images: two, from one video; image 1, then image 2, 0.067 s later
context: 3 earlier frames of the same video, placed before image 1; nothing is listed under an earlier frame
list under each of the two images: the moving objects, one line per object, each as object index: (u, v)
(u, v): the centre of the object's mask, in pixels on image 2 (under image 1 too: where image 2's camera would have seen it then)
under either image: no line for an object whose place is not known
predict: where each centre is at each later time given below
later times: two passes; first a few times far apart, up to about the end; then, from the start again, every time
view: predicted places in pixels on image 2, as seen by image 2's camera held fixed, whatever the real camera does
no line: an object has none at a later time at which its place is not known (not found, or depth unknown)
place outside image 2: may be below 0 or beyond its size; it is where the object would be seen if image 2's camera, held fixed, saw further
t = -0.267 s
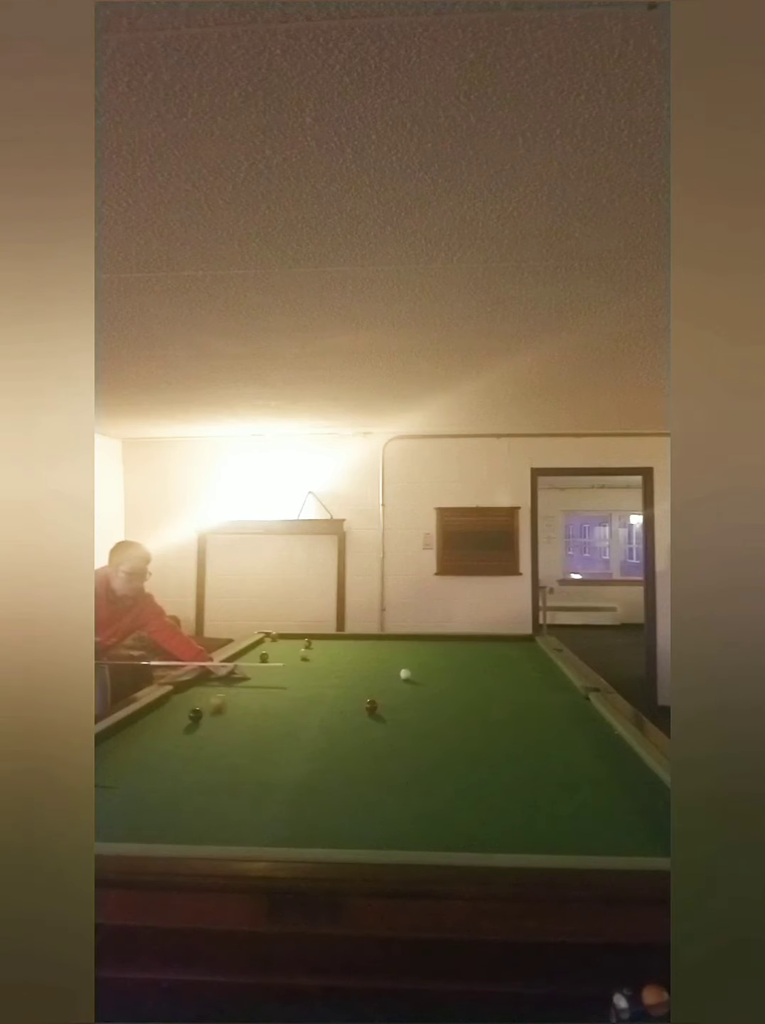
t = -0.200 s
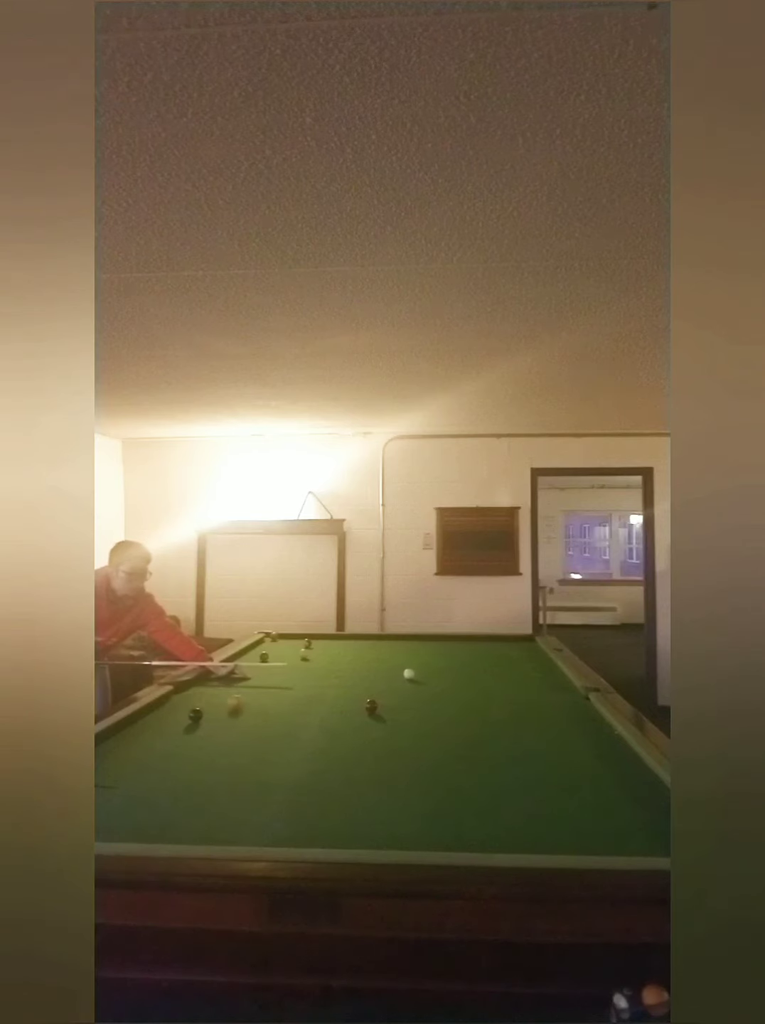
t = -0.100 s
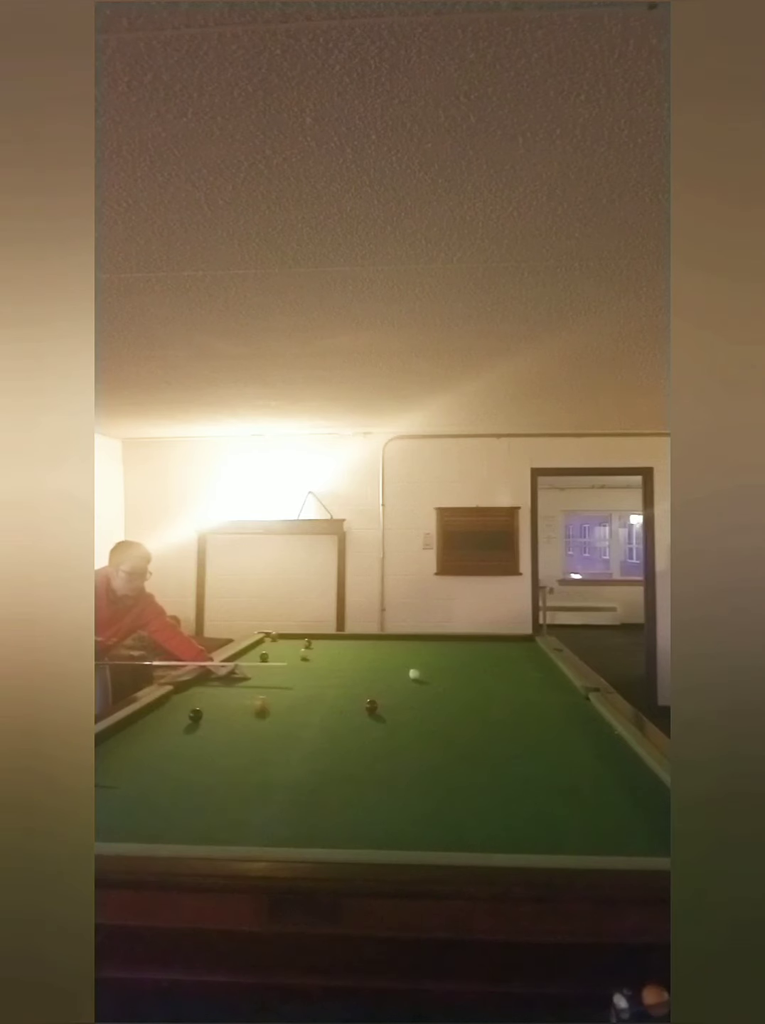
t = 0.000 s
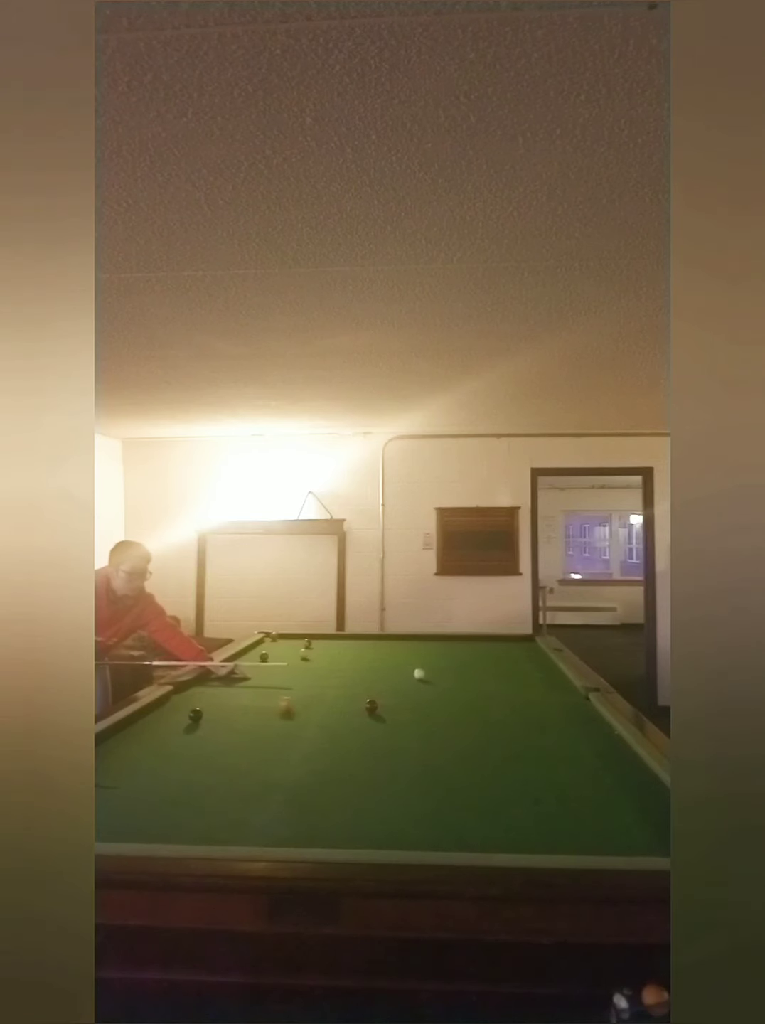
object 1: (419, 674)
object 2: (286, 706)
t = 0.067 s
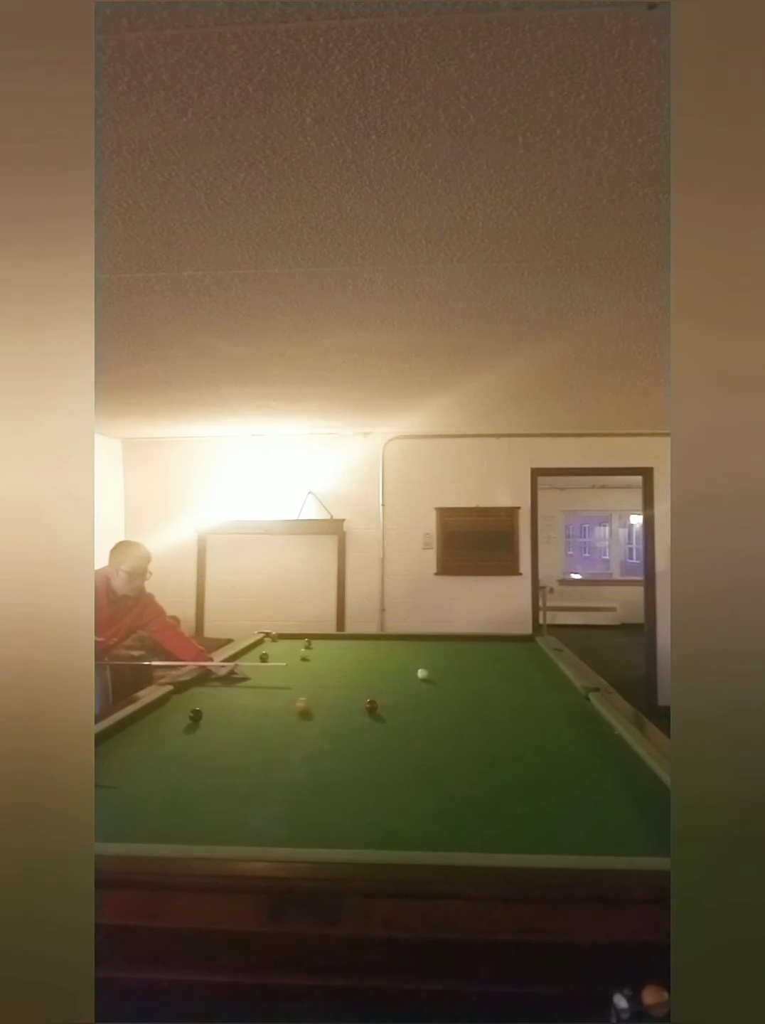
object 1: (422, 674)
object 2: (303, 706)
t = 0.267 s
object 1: (431, 674)
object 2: (352, 707)
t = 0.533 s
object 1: (442, 673)
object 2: (382, 713)
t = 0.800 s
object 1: (451, 674)
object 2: (409, 719)
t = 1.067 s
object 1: (458, 673)
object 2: (437, 725)
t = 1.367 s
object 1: (464, 673)
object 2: (467, 731)
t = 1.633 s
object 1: (468, 673)
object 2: (494, 737)
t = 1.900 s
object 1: (471, 673)
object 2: (519, 742)
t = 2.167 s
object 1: (472, 673)
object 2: (545, 747)
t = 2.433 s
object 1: (472, 674)
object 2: (569, 752)
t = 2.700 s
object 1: (472, 673)
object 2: (591, 756)
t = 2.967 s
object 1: (472, 673)
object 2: (612, 761)
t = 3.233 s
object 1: (472, 673)
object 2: (630, 764)
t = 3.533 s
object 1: (472, 673)
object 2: (642, 767)
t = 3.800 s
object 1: (472, 673)
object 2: (637, 768)
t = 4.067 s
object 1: (472, 673)
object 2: (634, 769)
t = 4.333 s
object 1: (472, 673)
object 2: (633, 770)
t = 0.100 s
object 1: (424, 674)
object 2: (312, 706)
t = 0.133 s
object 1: (426, 674)
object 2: (320, 706)
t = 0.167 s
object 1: (427, 674)
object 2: (328, 707)
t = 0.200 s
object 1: (428, 674)
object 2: (336, 707)
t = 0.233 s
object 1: (430, 674)
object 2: (345, 707)
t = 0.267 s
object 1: (431, 674)
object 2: (352, 707)
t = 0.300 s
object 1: (433, 674)
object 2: (359, 708)
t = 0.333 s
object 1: (434, 674)
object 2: (361, 709)
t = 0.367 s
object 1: (436, 674)
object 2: (364, 710)
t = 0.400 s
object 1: (437, 673)
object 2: (368, 710)
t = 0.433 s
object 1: (438, 674)
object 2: (371, 711)
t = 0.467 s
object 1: (440, 674)
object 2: (375, 712)
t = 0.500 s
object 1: (441, 673)
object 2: (378, 712)
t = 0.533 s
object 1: (442, 673)
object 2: (382, 713)
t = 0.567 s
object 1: (443, 673)
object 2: (385, 714)
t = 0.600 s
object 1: (444, 673)
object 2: (389, 715)
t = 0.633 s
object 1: (445, 673)
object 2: (392, 716)
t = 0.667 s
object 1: (447, 673)
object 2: (395, 716)
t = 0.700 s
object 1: (448, 673)
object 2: (399, 717)
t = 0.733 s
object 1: (449, 674)
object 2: (402, 718)
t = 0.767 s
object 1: (450, 674)
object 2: (405, 718)
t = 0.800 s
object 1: (451, 674)
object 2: (409, 719)
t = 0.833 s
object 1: (452, 674)
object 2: (412, 720)
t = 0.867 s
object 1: (453, 674)
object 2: (416, 721)
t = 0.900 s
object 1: (453, 673)
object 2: (419, 721)
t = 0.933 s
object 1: (454, 673)
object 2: (423, 722)
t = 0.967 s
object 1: (455, 673)
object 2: (426, 723)
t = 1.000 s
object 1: (456, 673)
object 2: (429, 724)
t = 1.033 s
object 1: (457, 673)
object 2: (433, 724)
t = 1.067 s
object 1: (458, 673)
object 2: (437, 725)
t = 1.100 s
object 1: (459, 673)
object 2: (440, 726)
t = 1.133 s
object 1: (459, 673)
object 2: (443, 726)
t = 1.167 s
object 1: (460, 673)
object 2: (447, 727)
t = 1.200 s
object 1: (461, 673)
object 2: (450, 728)
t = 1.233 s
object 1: (462, 673)
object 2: (453, 729)
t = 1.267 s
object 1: (462, 673)
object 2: (457, 729)
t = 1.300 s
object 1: (463, 673)
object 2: (460, 730)
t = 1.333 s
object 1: (464, 673)
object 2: (464, 730)
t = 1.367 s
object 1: (464, 673)
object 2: (467, 731)
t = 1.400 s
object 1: (465, 673)
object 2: (470, 732)
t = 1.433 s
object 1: (465, 673)
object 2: (474, 733)
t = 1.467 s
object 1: (466, 673)
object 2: (477, 734)
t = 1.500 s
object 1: (467, 673)
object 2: (480, 734)
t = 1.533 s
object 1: (467, 673)
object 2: (484, 734)
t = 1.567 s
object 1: (467, 673)
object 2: (487, 735)
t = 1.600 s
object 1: (468, 673)
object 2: (490, 736)
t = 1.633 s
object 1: (468, 673)
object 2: (494, 737)
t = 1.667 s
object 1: (469, 673)
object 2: (497, 737)
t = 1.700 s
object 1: (469, 673)
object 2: (501, 738)
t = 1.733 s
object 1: (469, 673)
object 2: (504, 739)
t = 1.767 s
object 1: (470, 673)
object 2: (507, 739)
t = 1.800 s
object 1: (470, 673)
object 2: (510, 740)
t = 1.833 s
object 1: (470, 673)
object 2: (513, 741)
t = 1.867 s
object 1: (471, 673)
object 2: (516, 741)
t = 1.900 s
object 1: (471, 673)
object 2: (519, 742)
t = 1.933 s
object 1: (471, 673)
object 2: (523, 743)
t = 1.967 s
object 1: (471, 673)
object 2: (526, 743)
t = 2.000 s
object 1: (471, 673)
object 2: (529, 744)
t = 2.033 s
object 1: (472, 673)
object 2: (533, 745)
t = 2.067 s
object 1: (472, 673)
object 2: (536, 745)
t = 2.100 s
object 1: (472, 673)
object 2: (539, 746)
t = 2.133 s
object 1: (472, 674)
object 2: (542, 746)
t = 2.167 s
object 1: (472, 673)
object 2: (545, 747)
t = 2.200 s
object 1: (472, 673)
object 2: (548, 747)
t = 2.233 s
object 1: (472, 673)
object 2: (551, 748)
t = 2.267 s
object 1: (472, 673)
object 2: (554, 749)
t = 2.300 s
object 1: (472, 674)
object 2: (557, 750)
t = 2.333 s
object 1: (472, 674)
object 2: (560, 750)
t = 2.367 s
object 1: (472, 674)
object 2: (563, 751)
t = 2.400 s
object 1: (472, 673)
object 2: (566, 752)
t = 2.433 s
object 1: (472, 674)
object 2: (569, 752)
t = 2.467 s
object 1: (472, 673)
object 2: (572, 753)
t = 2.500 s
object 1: (472, 674)
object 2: (574, 753)
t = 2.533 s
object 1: (472, 673)
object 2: (577, 754)
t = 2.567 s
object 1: (472, 674)
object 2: (580, 754)
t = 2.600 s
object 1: (472, 673)
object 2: (583, 755)
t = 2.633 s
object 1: (472, 673)
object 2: (586, 755)
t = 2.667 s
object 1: (472, 673)
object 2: (588, 756)
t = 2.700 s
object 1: (472, 673)
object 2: (591, 756)
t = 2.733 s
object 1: (472, 673)
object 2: (594, 757)
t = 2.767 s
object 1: (472, 673)
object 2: (596, 758)
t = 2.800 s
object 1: (472, 673)
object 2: (599, 758)
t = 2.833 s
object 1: (472, 673)
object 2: (602, 759)
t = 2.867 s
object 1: (472, 673)
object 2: (604, 759)
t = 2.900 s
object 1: (472, 673)
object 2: (606, 760)
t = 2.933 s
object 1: (472, 673)
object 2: (609, 760)
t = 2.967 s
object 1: (472, 673)
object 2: (612, 761)
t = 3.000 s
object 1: (472, 673)
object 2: (614, 761)
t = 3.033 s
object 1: (472, 673)
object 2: (617, 761)
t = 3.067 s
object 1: (472, 673)
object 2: (619, 762)
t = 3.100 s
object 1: (472, 673)
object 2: (621, 762)
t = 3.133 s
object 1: (472, 673)
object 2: (624, 763)
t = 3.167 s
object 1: (472, 673)
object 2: (626, 763)
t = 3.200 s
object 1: (472, 673)
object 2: (627, 763)
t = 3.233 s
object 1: (472, 673)
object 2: (630, 764)
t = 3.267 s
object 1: (472, 673)
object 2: (632, 764)
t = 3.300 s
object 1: (472, 673)
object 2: (634, 765)
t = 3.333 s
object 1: (472, 673)
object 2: (636, 765)
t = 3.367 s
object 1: (472, 674)
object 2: (638, 766)
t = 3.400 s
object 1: (472, 673)
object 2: (640, 766)
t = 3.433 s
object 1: (472, 673)
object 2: (642, 767)
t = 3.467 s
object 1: (472, 673)
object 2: (642, 767)
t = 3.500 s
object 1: (472, 673)
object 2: (642, 767)
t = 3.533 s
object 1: (472, 673)
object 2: (642, 767)
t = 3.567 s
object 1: (472, 673)
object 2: (641, 767)
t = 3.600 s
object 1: (472, 673)
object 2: (640, 767)
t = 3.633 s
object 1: (472, 673)
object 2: (640, 768)
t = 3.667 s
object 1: (472, 673)
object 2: (640, 768)
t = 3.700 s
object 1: (472, 673)
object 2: (639, 768)
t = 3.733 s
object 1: (472, 673)
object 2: (638, 768)
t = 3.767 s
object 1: (472, 673)
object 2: (638, 768)
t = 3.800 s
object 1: (472, 673)
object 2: (637, 768)
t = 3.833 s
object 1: (472, 673)
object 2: (637, 768)
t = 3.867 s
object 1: (472, 673)
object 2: (636, 768)
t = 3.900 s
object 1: (472, 673)
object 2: (636, 769)
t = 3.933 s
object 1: (472, 673)
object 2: (636, 769)
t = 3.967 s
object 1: (472, 673)
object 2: (635, 769)
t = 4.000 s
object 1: (472, 673)
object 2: (635, 769)
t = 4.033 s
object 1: (472, 673)
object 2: (634, 769)
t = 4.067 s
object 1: (472, 673)
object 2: (634, 769)
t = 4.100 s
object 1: (472, 673)
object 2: (634, 769)
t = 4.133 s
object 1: (472, 673)
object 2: (634, 769)
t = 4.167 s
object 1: (472, 673)
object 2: (633, 769)
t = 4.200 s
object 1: (472, 673)
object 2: (633, 769)
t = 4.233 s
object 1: (472, 673)
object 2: (633, 769)
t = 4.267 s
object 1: (472, 673)
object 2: (633, 769)
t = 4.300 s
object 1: (472, 673)
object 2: (633, 770)
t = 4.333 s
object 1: (472, 673)
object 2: (633, 770)
